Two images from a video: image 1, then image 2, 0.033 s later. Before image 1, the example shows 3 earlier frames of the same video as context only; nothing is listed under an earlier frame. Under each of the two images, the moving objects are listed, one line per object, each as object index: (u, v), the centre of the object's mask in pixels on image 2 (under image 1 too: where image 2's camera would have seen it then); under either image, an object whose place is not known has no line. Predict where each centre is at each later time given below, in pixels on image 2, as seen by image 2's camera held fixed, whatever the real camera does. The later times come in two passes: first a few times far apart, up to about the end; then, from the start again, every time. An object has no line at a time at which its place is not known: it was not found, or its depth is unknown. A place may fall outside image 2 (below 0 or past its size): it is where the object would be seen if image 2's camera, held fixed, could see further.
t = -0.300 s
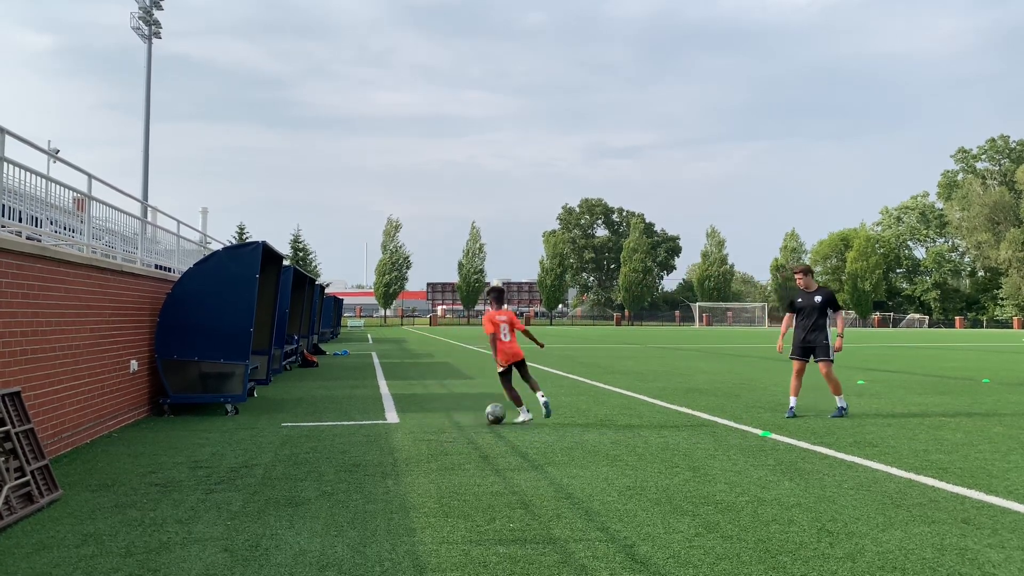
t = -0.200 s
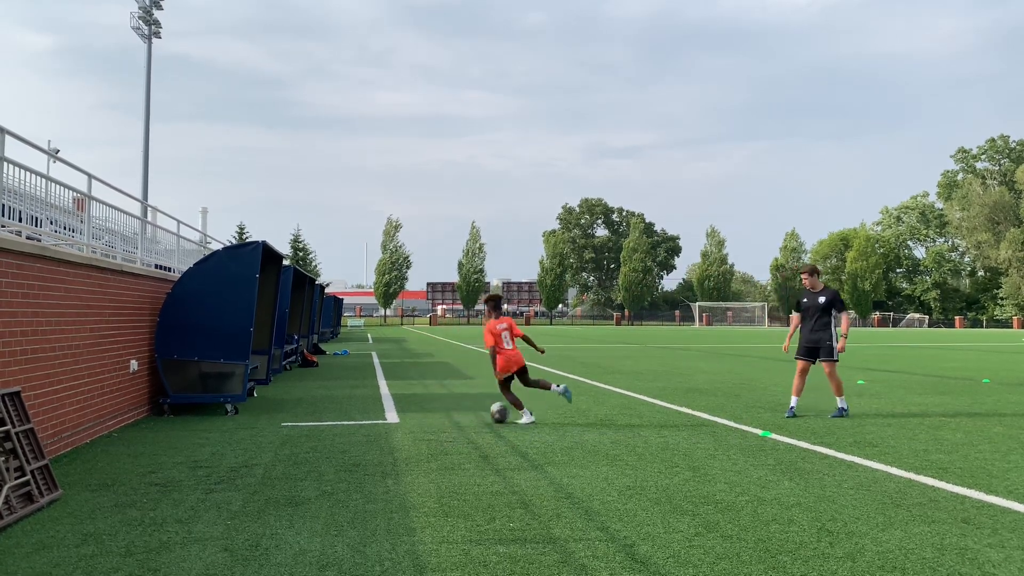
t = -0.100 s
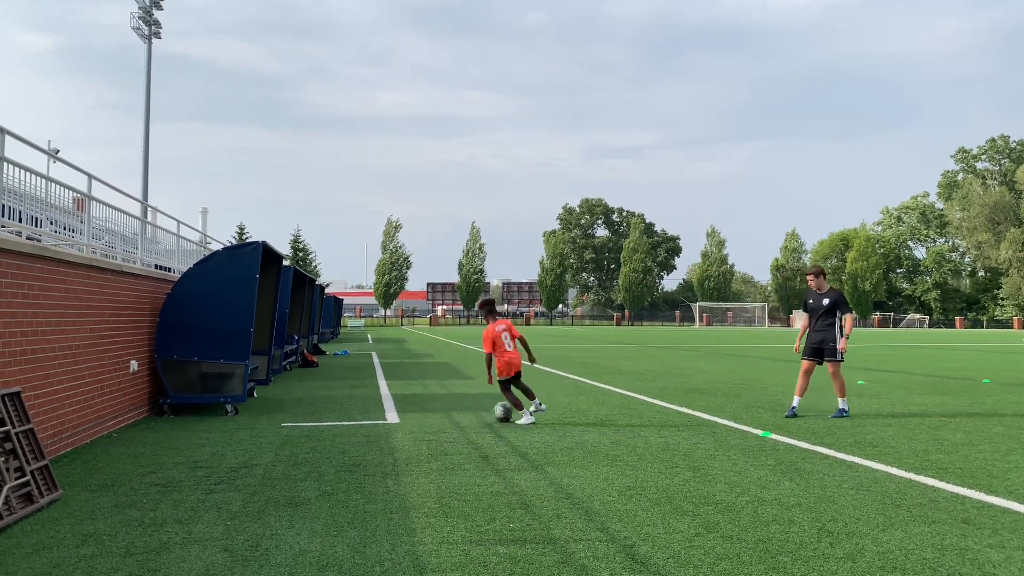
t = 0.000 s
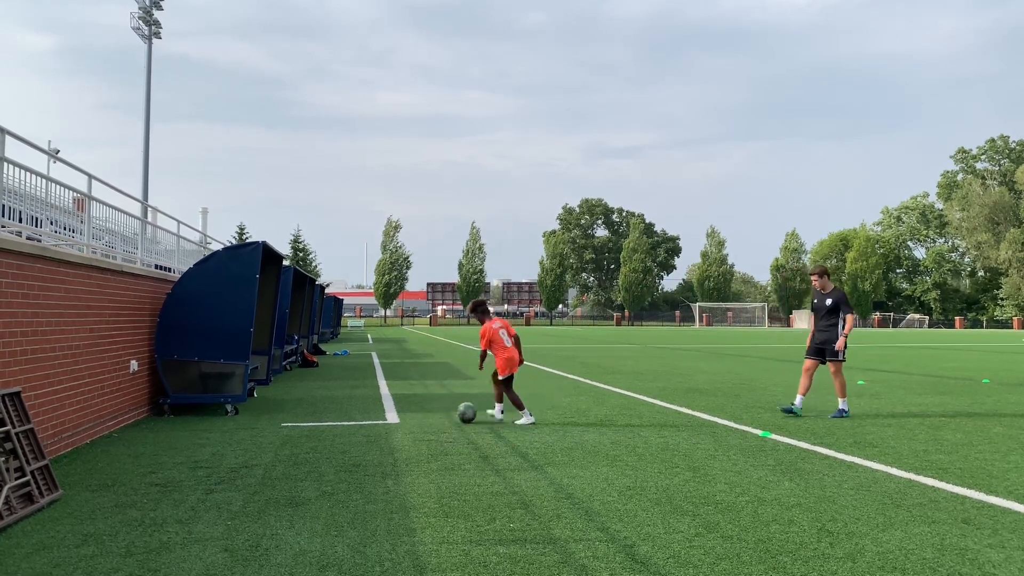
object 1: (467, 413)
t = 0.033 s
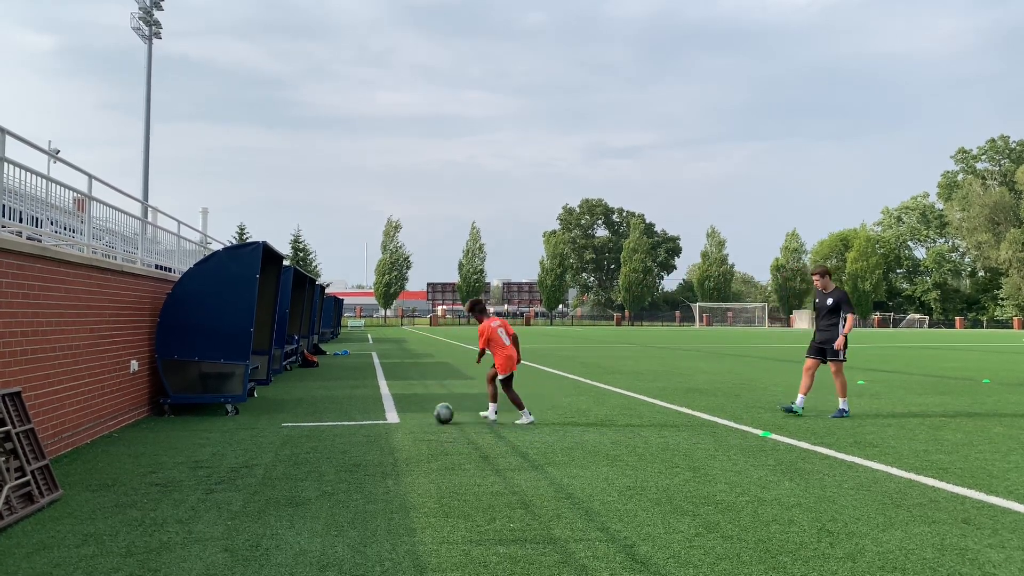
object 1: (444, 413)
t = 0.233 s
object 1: (315, 418)
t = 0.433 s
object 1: (202, 421)
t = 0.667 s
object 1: (150, 412)
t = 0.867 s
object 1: (236, 408)
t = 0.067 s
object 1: (422, 414)
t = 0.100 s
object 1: (399, 415)
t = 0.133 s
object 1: (378, 416)
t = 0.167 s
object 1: (357, 416)
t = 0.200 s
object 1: (336, 417)
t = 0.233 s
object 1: (315, 418)
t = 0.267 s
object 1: (296, 418)
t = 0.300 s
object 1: (276, 418)
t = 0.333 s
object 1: (256, 420)
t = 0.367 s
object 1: (238, 419)
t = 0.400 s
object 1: (220, 420)
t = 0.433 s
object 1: (202, 421)
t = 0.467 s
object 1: (184, 423)
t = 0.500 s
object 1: (167, 423)
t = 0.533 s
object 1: (149, 423)
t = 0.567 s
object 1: (132, 424)
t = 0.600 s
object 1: (121, 422)
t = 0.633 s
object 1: (134, 416)
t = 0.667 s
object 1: (150, 412)
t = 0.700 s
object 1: (163, 408)
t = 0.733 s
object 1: (177, 406)
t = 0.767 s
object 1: (192, 404)
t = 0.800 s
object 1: (207, 402)
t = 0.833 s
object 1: (221, 405)
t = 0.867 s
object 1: (236, 408)
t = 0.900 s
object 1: (248, 411)
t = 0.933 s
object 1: (263, 416)
